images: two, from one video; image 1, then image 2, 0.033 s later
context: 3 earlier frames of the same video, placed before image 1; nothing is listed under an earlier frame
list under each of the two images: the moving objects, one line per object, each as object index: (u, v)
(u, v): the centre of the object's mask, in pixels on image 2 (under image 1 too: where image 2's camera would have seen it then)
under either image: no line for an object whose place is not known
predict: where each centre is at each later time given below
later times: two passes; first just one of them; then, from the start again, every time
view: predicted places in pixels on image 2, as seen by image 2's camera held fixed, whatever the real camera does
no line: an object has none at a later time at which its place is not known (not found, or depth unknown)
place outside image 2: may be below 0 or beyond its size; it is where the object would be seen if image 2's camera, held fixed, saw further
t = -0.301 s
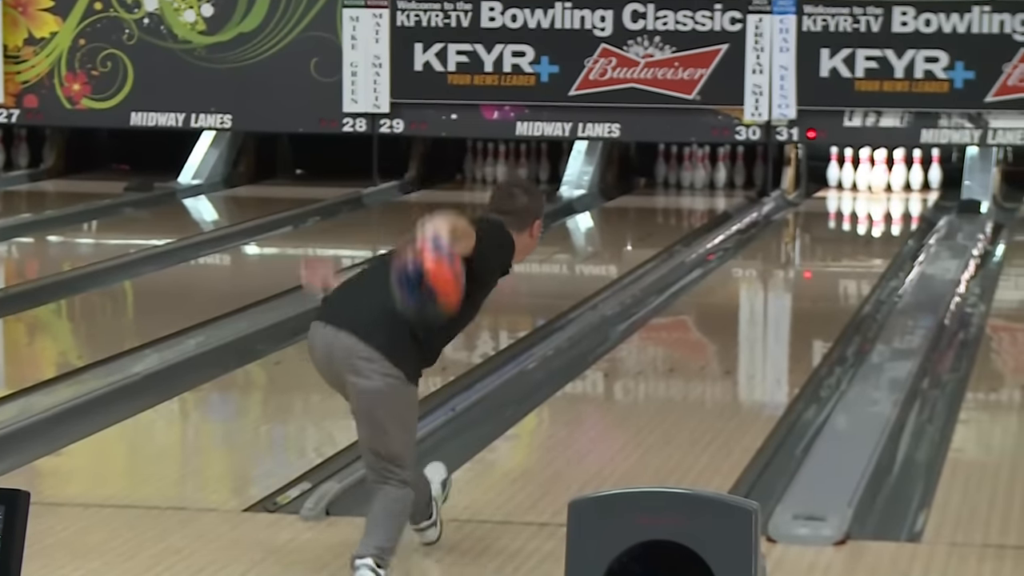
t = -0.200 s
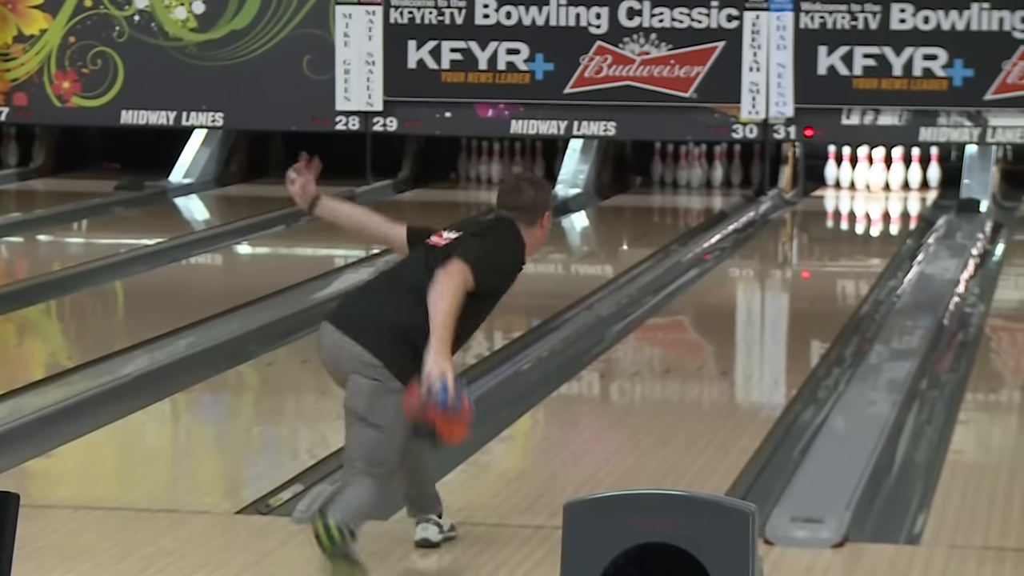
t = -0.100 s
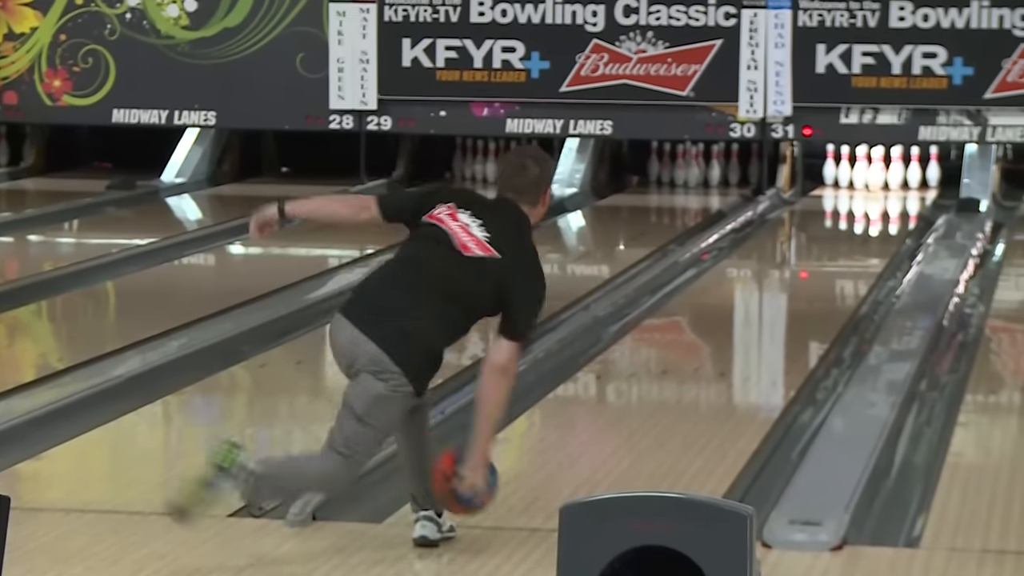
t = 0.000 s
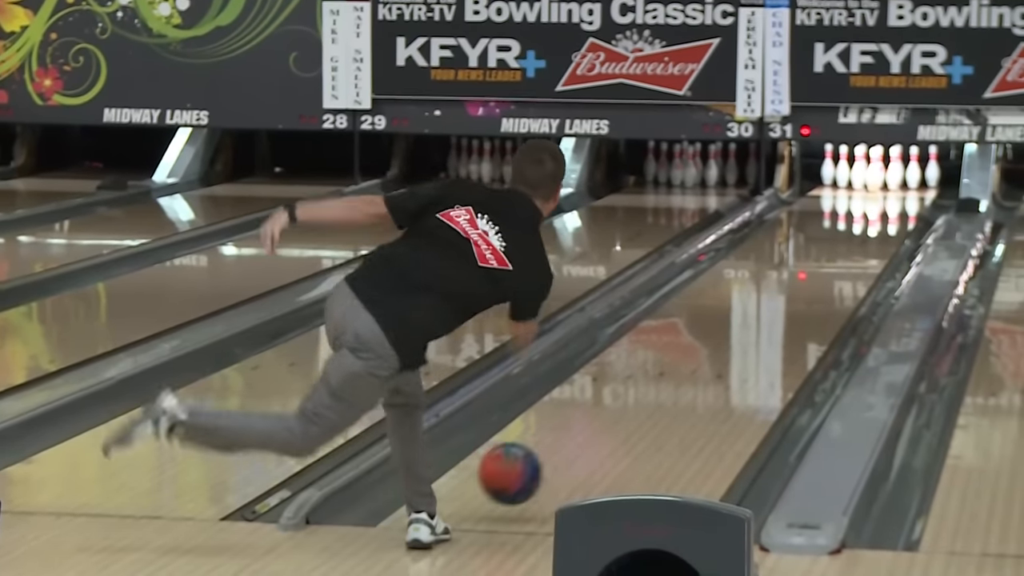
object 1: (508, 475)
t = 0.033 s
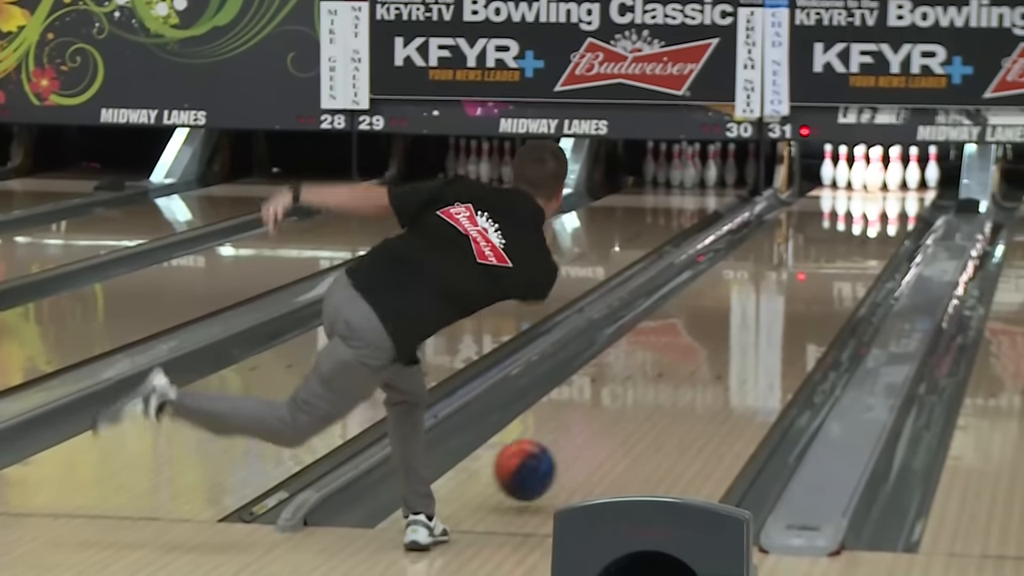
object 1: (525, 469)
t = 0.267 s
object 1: (620, 412)
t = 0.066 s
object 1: (540, 468)
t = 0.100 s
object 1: (554, 457)
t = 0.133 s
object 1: (569, 447)
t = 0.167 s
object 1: (583, 438)
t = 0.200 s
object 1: (595, 429)
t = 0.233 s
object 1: (607, 420)
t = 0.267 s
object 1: (620, 412)
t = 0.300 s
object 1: (631, 403)
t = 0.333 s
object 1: (642, 396)
